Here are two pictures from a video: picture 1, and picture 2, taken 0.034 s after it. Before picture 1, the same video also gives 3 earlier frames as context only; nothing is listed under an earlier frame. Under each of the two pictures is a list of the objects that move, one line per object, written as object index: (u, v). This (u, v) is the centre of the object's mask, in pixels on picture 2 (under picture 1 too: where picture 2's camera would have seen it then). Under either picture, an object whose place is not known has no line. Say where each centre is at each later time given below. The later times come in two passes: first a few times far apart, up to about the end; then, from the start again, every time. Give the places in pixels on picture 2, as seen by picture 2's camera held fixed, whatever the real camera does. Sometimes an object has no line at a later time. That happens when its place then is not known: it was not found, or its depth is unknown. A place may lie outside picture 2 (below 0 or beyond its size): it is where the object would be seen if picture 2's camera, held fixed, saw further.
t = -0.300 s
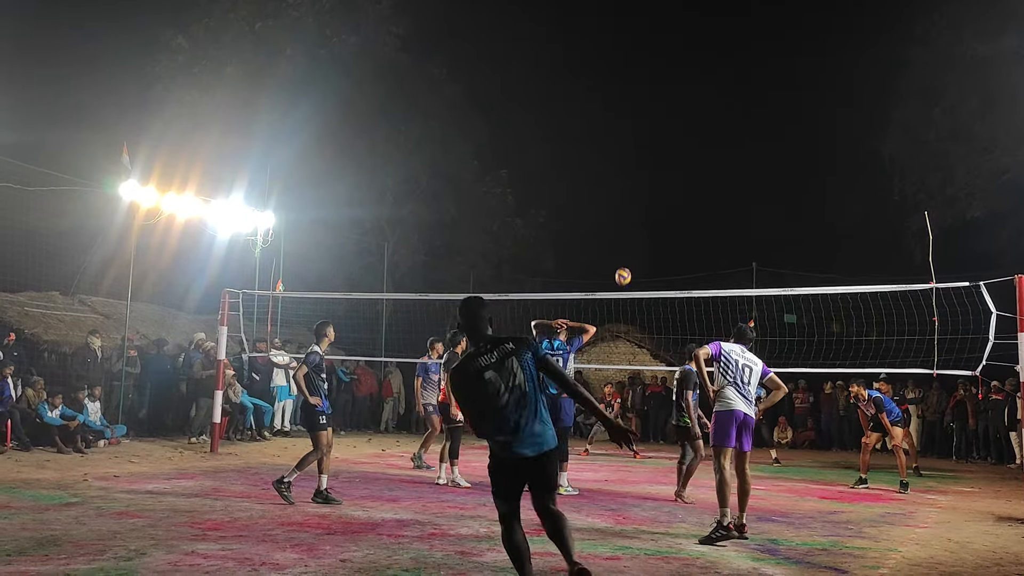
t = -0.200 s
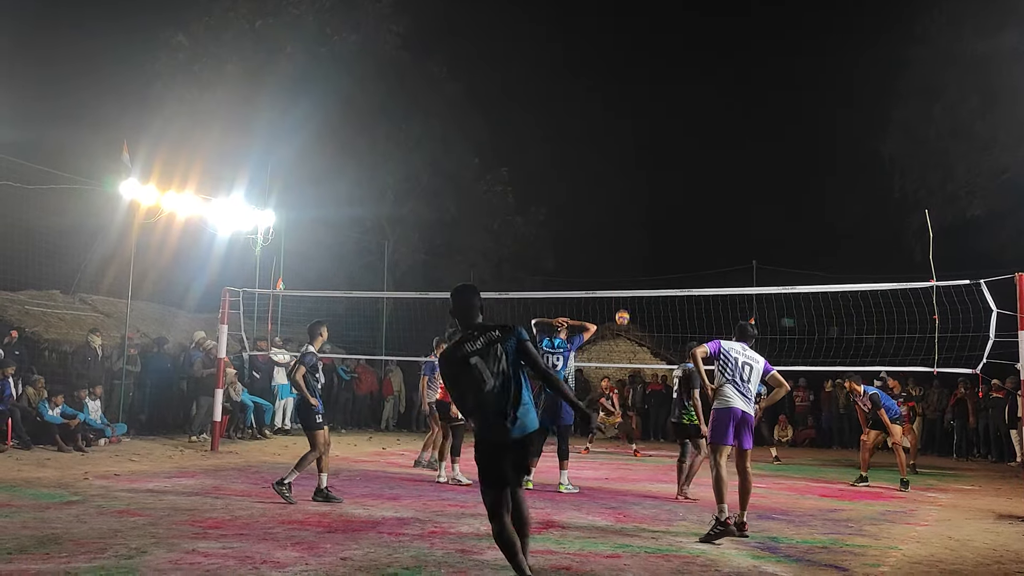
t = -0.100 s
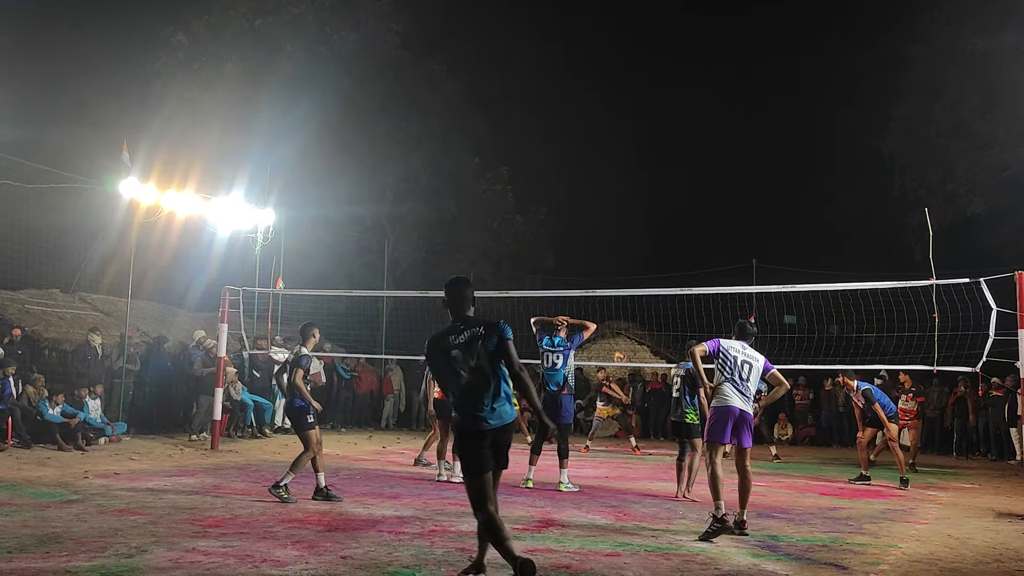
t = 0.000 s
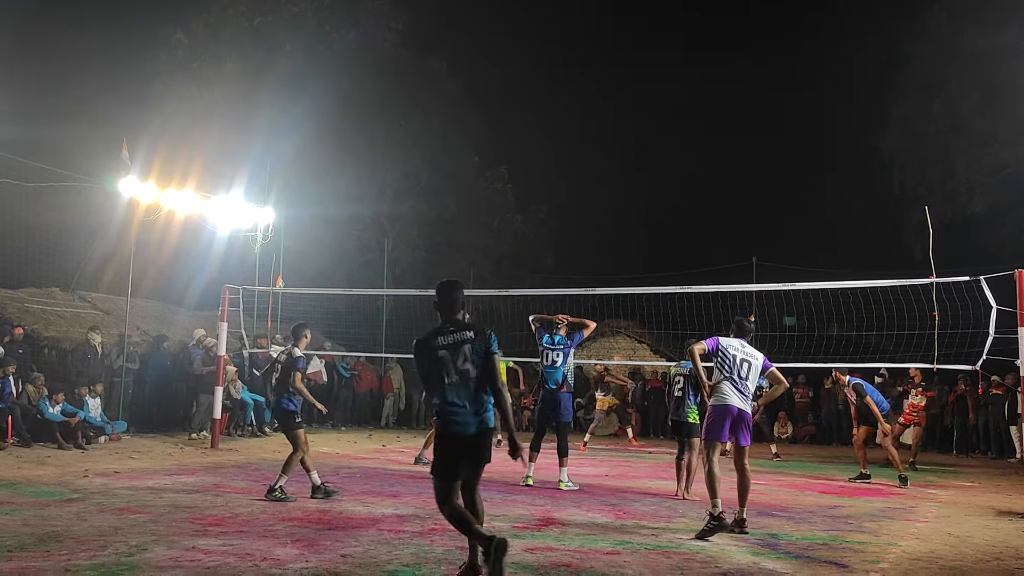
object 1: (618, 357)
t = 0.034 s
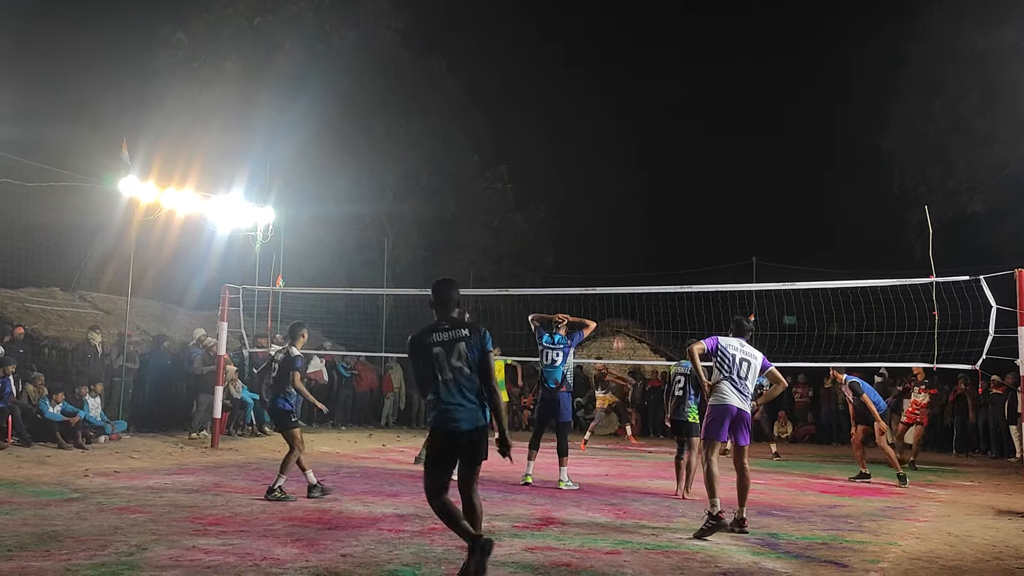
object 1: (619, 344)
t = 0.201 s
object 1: (618, 277)
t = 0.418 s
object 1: (617, 208)
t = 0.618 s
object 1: (615, 165)
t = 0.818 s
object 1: (612, 143)
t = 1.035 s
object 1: (608, 145)
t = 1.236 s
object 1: (603, 175)
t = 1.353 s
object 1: (600, 205)
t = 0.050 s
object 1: (618, 337)
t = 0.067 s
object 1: (618, 330)
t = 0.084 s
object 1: (618, 323)
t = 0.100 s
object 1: (618, 317)
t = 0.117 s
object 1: (618, 309)
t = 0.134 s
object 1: (618, 302)
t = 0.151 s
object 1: (618, 297)
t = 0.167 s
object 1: (618, 289)
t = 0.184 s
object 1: (618, 282)
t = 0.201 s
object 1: (618, 277)
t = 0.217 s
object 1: (618, 271)
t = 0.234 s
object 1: (618, 265)
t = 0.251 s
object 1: (618, 259)
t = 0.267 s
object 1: (618, 253)
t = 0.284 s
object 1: (618, 248)
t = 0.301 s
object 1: (618, 243)
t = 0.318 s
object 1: (617, 237)
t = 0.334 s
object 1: (617, 232)
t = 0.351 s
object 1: (617, 227)
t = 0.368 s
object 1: (617, 222)
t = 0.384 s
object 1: (617, 217)
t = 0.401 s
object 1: (617, 213)
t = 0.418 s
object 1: (617, 208)
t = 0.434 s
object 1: (617, 204)
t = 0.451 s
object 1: (616, 200)
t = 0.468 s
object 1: (616, 196)
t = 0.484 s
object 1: (616, 192)
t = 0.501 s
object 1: (616, 188)
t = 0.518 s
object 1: (616, 184)
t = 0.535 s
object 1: (615, 181)
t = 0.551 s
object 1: (615, 177)
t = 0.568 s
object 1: (615, 174)
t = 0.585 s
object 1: (615, 171)
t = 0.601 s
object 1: (615, 168)
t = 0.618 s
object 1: (615, 165)
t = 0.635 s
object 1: (614, 163)
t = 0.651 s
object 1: (614, 160)
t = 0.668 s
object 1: (614, 158)
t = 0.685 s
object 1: (614, 155)
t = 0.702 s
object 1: (614, 154)
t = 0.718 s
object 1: (614, 152)
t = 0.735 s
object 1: (613, 150)
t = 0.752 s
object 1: (613, 148)
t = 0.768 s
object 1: (613, 147)
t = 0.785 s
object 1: (612, 145)
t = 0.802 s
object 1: (612, 144)
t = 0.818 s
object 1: (612, 143)
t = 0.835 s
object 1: (612, 142)
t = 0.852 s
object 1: (611, 142)
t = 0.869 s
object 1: (611, 141)
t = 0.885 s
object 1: (611, 141)
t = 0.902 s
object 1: (611, 141)
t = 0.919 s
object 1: (610, 141)
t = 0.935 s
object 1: (610, 141)
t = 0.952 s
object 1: (610, 141)
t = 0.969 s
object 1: (609, 141)
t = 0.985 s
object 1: (609, 142)
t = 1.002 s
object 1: (609, 143)
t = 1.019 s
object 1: (608, 144)
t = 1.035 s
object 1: (608, 145)
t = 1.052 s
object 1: (607, 148)
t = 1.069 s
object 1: (607, 149)
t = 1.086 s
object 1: (607, 151)
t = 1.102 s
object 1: (606, 153)
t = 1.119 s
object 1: (606, 155)
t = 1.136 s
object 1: (605, 158)
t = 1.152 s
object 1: (605, 160)
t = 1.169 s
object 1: (605, 163)
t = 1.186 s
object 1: (604, 166)
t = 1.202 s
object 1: (604, 168)
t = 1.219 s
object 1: (604, 172)
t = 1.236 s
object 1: (603, 175)
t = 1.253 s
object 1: (603, 179)
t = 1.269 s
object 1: (602, 183)
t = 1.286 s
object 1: (602, 187)
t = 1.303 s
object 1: (602, 191)
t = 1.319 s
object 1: (601, 195)
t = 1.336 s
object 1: (601, 200)
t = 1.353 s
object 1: (600, 205)
